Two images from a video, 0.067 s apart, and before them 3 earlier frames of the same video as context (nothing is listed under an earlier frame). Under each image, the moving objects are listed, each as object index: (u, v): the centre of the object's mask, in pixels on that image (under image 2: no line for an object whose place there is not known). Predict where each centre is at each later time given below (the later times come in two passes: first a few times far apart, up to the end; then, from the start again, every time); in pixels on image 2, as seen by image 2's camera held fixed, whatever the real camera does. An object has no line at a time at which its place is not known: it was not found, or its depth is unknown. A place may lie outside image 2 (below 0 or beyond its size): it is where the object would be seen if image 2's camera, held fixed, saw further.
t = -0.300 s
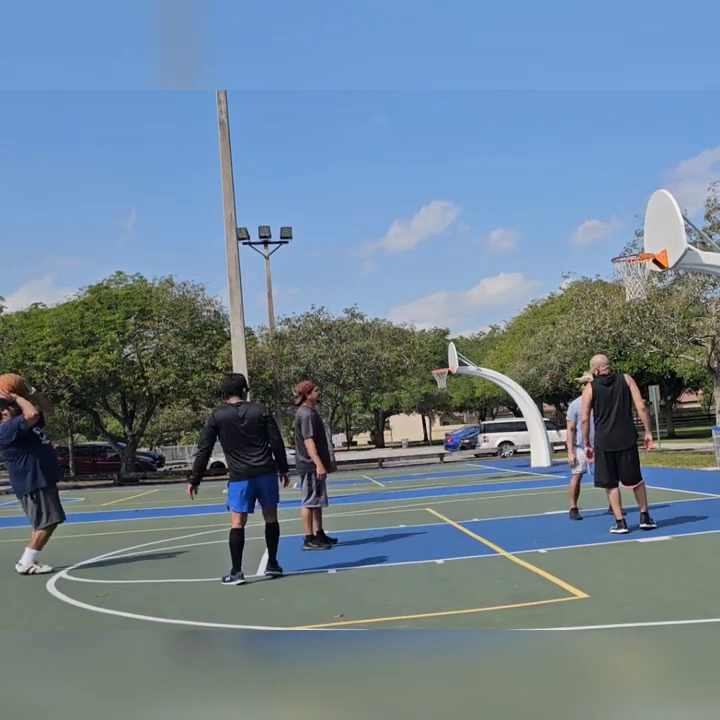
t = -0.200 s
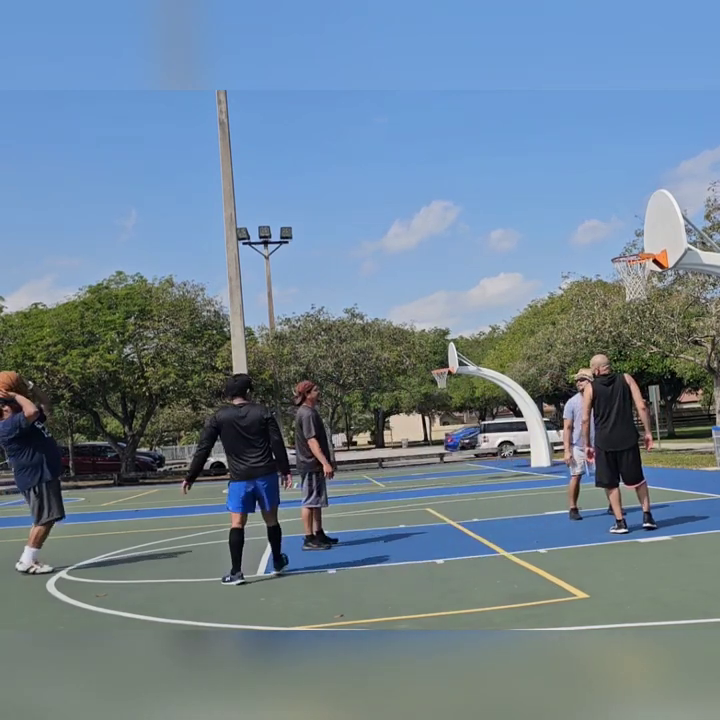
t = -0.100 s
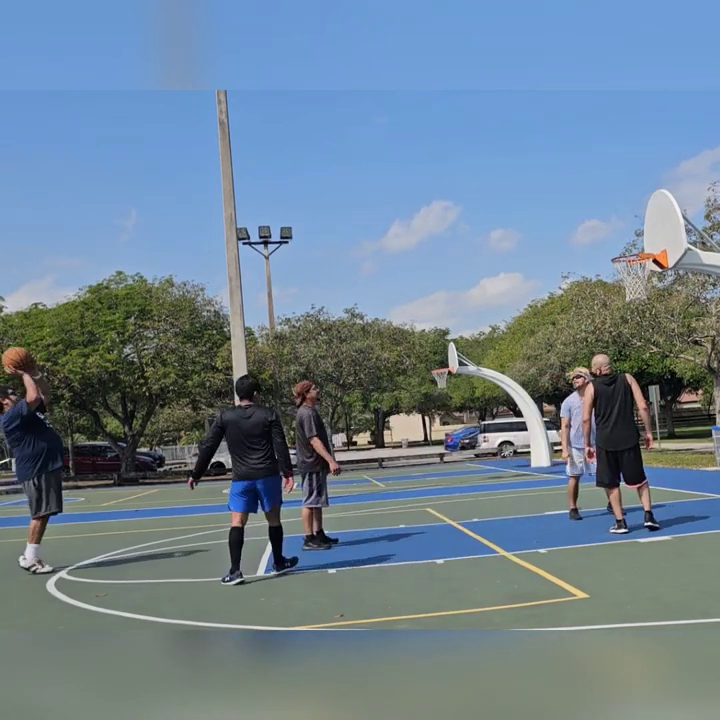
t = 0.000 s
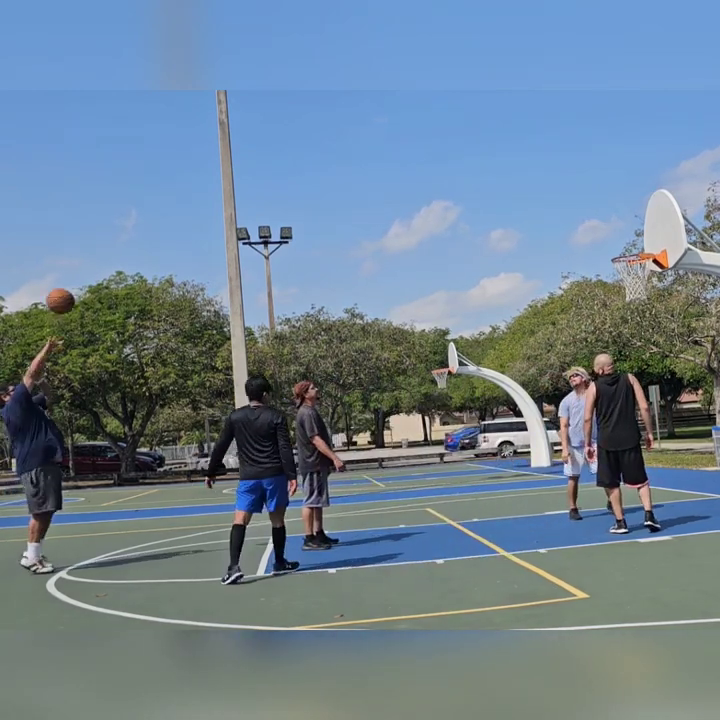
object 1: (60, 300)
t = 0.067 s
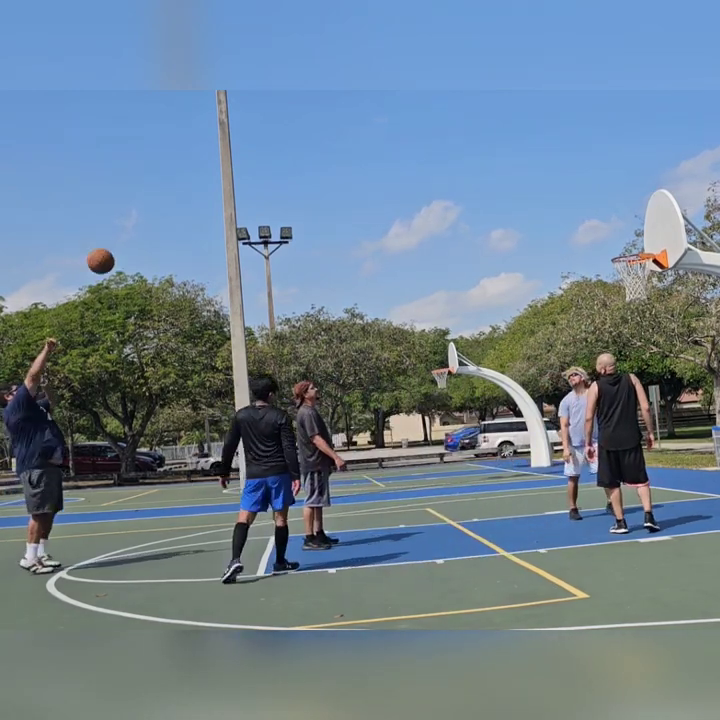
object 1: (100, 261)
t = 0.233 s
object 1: (198, 185)
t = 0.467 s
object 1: (325, 129)
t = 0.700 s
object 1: (444, 124)
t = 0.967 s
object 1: (573, 174)
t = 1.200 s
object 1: (635, 256)
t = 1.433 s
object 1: (613, 272)
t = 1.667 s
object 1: (629, 303)
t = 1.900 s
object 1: (654, 372)
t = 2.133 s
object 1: (683, 486)
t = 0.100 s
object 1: (120, 243)
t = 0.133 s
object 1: (140, 227)
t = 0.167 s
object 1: (159, 211)
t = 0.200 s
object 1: (178, 198)
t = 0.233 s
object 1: (198, 185)
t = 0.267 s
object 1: (216, 173)
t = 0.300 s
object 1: (234, 163)
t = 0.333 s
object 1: (253, 154)
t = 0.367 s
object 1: (271, 146)
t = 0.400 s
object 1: (289, 139)
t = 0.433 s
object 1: (307, 133)
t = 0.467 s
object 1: (325, 129)
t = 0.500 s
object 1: (342, 125)
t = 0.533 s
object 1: (360, 122)
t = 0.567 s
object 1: (377, 121)
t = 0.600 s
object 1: (394, 120)
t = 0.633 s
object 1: (411, 121)
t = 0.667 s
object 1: (427, 122)
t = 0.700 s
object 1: (444, 124)
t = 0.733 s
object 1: (460, 128)
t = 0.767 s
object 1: (477, 132)
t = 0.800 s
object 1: (493, 137)
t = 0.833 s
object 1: (509, 143)
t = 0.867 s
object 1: (525, 149)
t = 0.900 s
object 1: (541, 156)
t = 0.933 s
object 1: (557, 165)
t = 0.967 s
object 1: (573, 174)
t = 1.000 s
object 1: (588, 184)
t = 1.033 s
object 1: (603, 195)
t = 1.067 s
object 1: (618, 206)
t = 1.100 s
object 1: (634, 219)
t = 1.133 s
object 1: (649, 231)
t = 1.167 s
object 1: (646, 243)
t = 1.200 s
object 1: (635, 256)
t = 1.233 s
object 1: (625, 269)
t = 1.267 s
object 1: (618, 274)
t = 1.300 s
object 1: (614, 274)
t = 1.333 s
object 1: (612, 272)
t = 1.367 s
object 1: (611, 272)
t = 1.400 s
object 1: (612, 271)
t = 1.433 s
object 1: (613, 272)
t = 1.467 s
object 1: (614, 274)
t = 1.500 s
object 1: (616, 277)
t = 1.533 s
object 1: (618, 281)
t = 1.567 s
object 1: (619, 285)
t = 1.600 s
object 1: (622, 290)
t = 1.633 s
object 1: (625, 298)
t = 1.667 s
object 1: (629, 303)
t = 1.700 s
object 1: (633, 309)
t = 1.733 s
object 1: (635, 317)
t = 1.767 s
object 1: (639, 326)
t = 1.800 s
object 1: (643, 336)
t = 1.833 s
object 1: (646, 347)
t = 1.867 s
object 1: (650, 359)
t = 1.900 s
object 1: (654, 372)
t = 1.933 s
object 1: (658, 386)
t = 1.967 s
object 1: (663, 399)
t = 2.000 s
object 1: (666, 415)
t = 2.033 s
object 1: (670, 432)
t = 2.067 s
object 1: (674, 449)
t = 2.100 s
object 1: (679, 467)
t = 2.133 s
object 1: (683, 486)
